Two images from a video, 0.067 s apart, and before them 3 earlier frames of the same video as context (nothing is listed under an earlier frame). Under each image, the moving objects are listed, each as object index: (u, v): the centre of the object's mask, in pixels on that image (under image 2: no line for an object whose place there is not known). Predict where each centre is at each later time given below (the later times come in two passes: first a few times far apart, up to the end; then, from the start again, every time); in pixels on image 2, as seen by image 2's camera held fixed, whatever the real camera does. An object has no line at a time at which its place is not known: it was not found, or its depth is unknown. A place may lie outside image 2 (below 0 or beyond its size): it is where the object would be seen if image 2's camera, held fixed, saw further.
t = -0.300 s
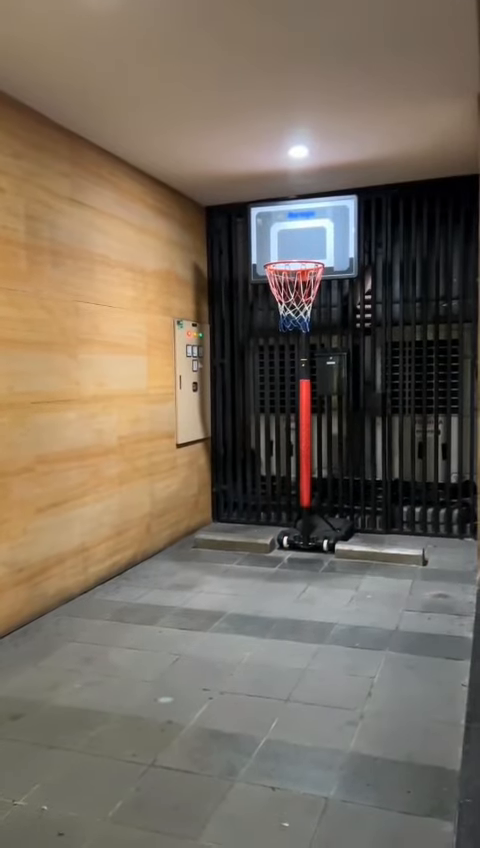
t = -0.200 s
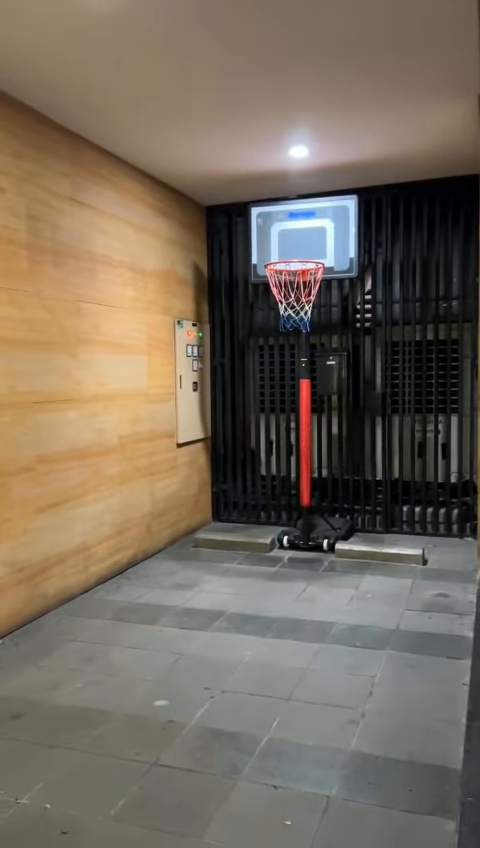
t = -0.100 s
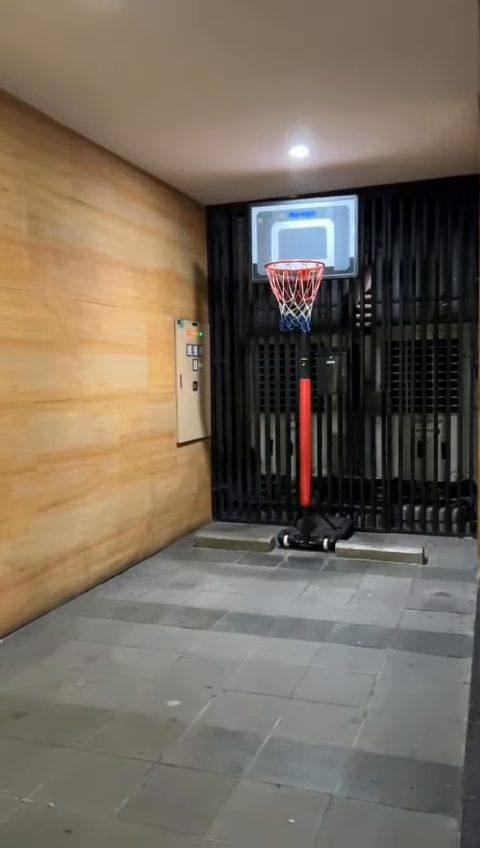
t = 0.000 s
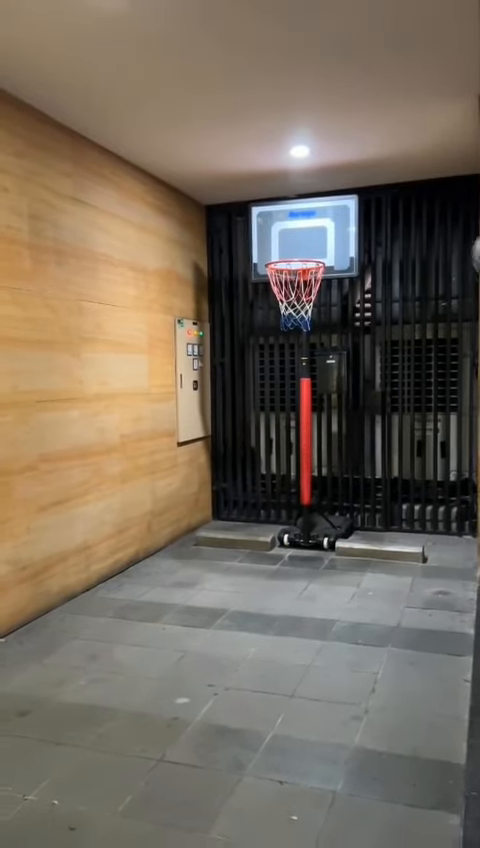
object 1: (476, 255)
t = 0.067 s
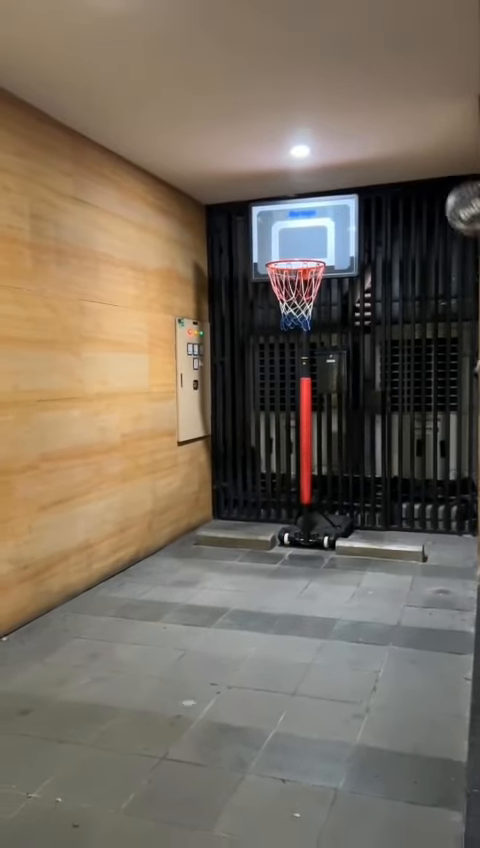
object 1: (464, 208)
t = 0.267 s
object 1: (403, 140)
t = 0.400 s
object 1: (366, 142)
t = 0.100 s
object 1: (458, 192)
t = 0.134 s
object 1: (448, 175)
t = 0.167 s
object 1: (436, 162)
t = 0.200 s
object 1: (424, 151)
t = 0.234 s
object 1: (414, 143)
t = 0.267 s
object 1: (403, 140)
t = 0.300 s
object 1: (393, 137)
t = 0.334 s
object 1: (383, 137)
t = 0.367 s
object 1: (374, 138)
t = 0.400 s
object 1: (366, 142)
